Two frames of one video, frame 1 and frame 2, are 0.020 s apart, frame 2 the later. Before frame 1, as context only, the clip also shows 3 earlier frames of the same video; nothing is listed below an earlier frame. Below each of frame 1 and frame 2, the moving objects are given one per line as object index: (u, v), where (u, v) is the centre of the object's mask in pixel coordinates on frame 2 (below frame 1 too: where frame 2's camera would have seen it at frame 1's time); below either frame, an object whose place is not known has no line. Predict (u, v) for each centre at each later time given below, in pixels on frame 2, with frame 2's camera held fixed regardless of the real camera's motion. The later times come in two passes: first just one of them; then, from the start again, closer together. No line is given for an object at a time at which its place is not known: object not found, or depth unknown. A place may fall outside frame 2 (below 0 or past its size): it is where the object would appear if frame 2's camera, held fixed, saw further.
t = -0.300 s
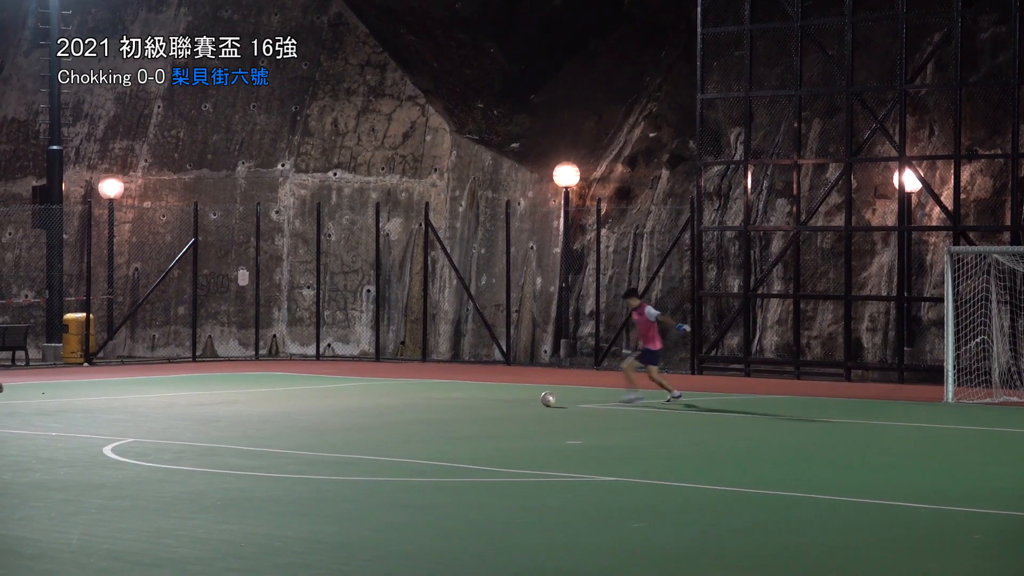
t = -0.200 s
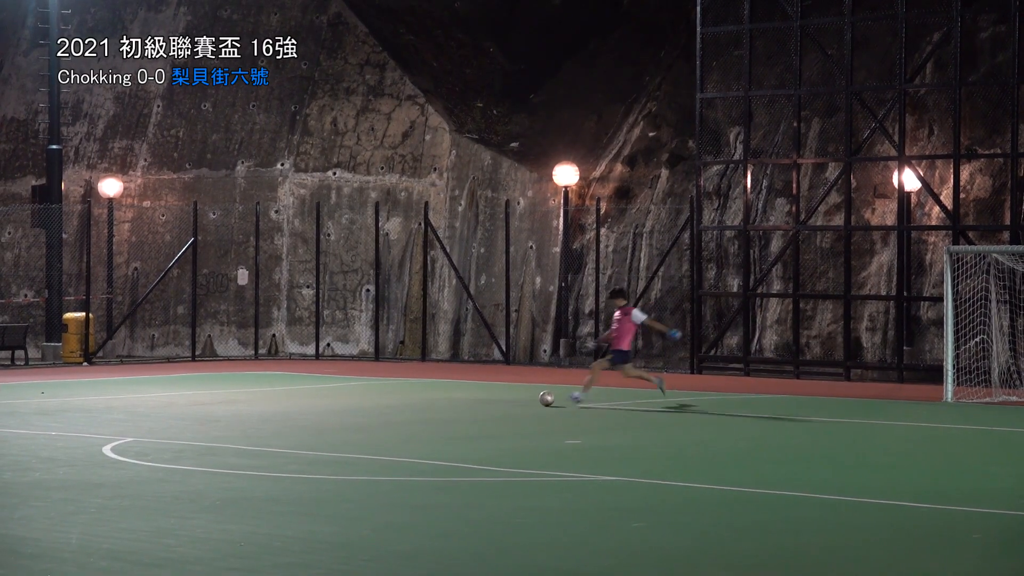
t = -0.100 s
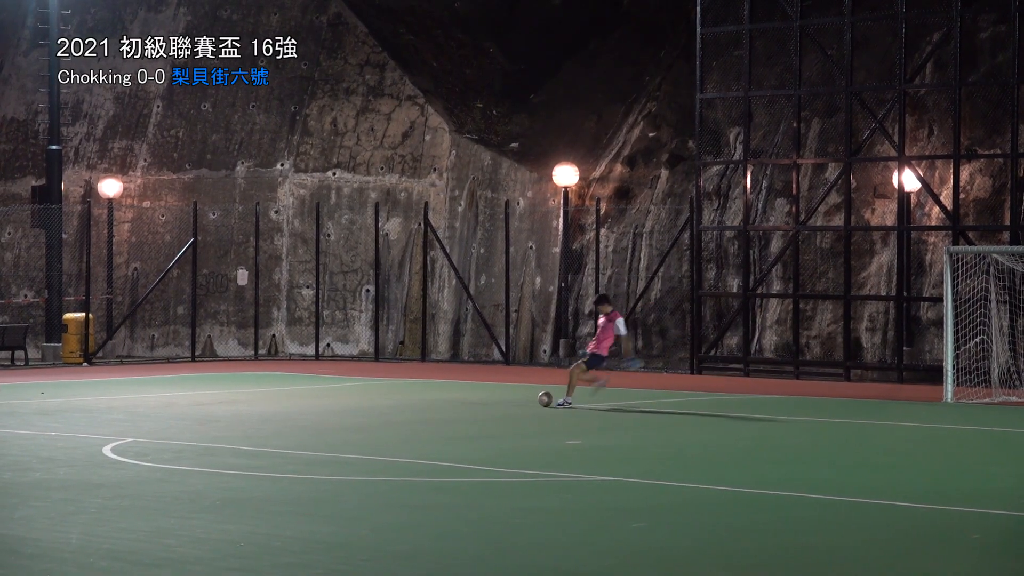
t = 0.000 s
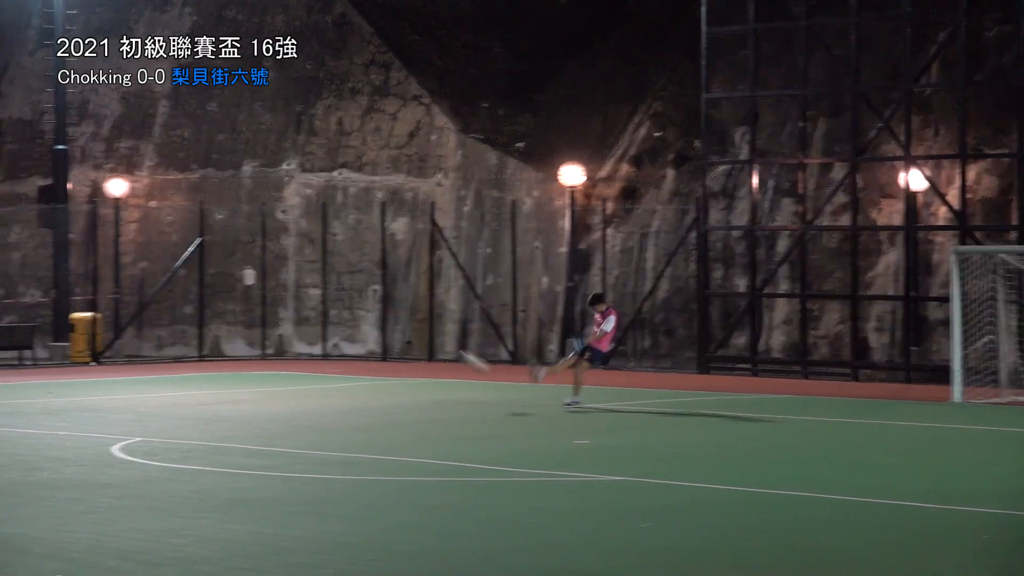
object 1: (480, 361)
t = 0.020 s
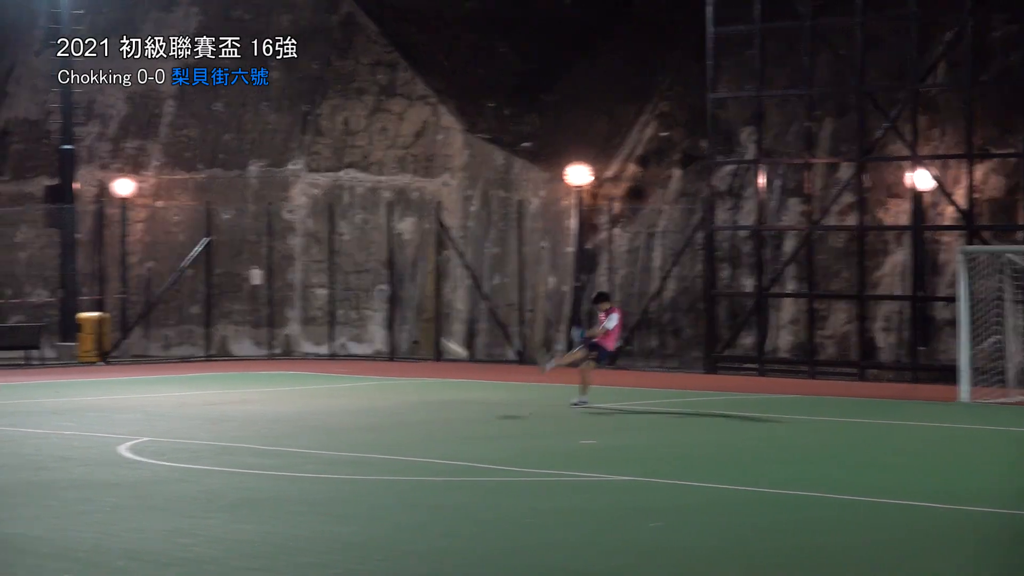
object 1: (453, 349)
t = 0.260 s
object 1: (125, 202)
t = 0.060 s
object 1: (402, 324)
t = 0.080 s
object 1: (375, 312)
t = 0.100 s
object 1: (348, 300)
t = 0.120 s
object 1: (321, 288)
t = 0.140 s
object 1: (292, 275)
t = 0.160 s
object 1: (264, 262)
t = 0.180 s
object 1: (237, 251)
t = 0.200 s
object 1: (210, 238)
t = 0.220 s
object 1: (182, 226)
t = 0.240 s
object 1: (154, 212)
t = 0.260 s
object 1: (125, 202)
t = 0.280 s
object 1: (94, 188)
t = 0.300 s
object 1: (64, 175)
